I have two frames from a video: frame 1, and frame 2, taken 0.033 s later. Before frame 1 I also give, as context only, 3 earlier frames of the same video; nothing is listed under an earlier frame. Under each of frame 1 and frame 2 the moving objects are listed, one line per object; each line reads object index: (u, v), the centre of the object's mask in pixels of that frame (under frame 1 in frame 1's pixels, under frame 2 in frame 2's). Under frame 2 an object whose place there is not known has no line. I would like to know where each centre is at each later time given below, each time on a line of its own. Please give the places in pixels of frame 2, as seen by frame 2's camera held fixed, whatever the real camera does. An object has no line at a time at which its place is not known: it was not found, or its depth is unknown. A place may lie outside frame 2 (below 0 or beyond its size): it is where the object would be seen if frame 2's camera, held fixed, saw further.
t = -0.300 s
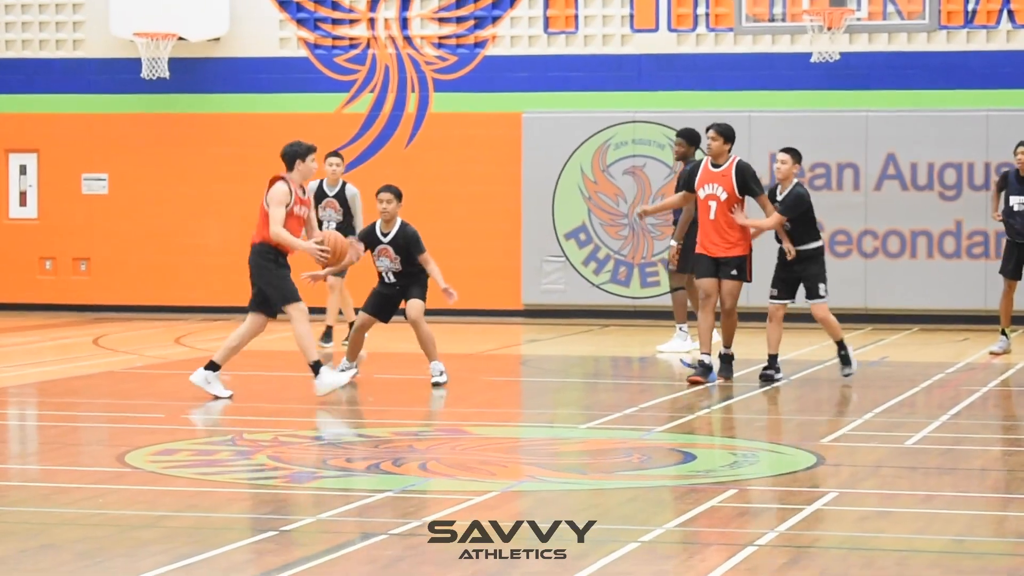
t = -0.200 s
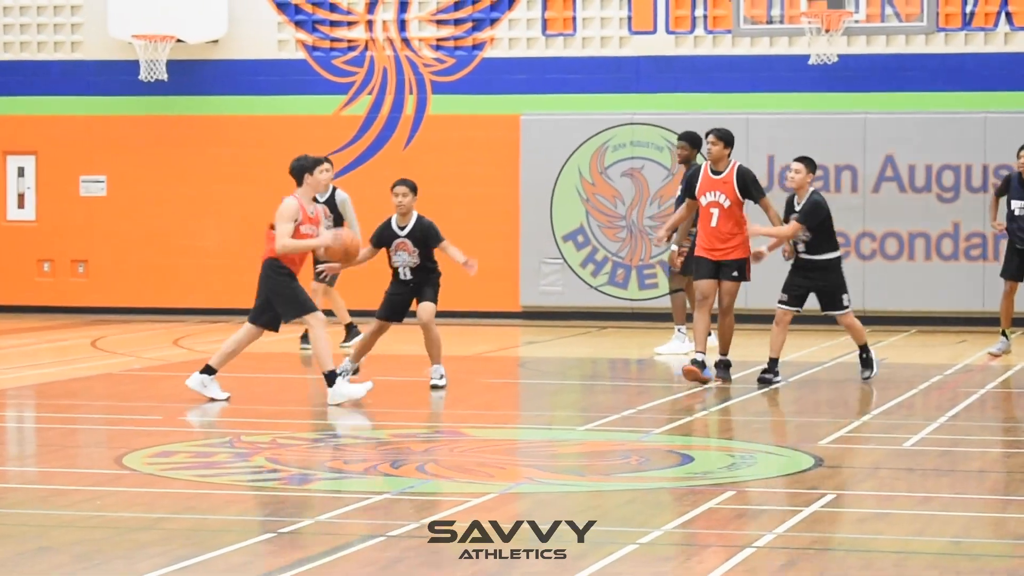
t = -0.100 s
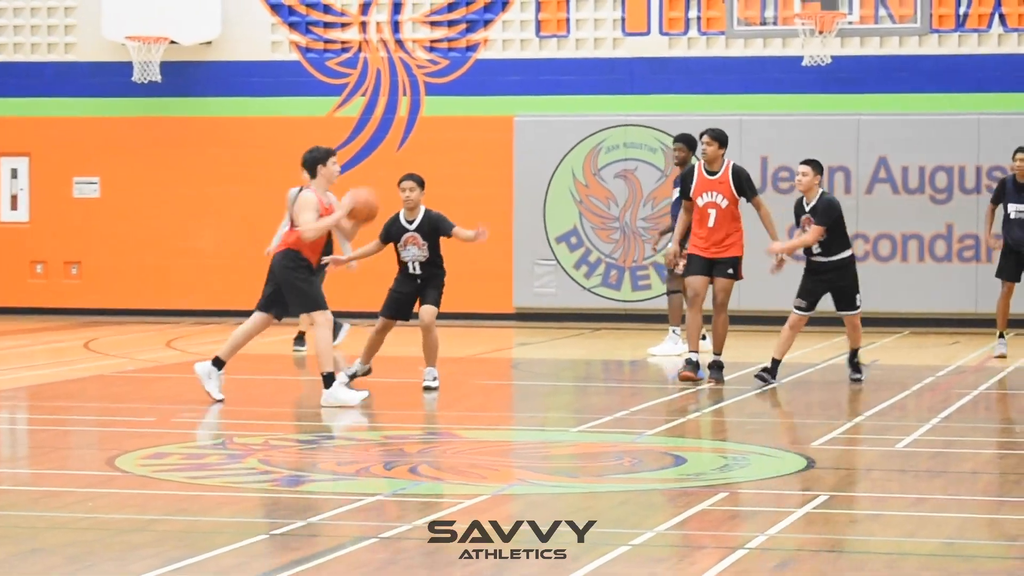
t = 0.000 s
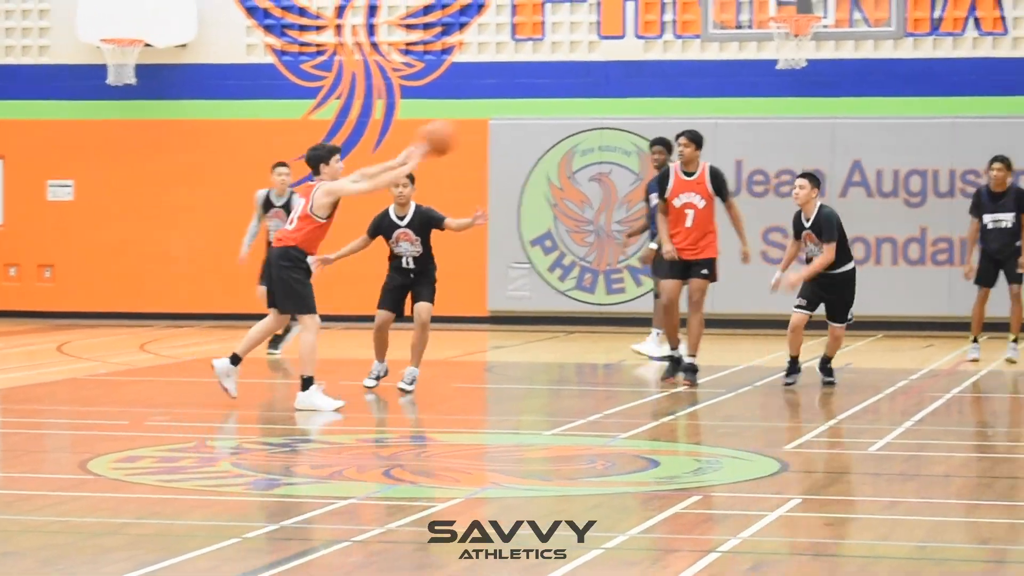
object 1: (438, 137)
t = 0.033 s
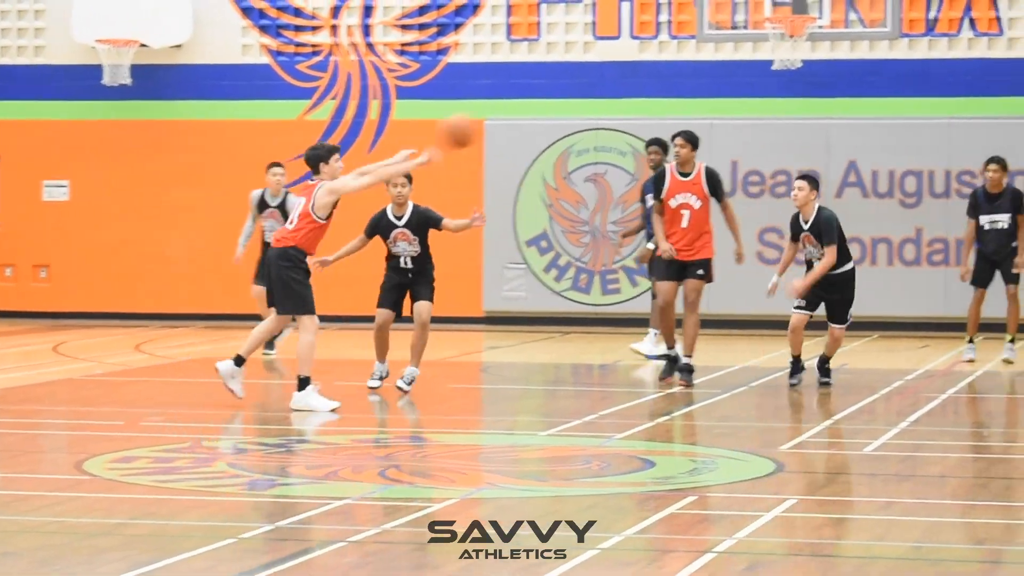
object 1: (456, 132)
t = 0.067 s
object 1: (509, 117)
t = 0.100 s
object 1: (559, 101)
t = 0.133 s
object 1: (608, 90)
